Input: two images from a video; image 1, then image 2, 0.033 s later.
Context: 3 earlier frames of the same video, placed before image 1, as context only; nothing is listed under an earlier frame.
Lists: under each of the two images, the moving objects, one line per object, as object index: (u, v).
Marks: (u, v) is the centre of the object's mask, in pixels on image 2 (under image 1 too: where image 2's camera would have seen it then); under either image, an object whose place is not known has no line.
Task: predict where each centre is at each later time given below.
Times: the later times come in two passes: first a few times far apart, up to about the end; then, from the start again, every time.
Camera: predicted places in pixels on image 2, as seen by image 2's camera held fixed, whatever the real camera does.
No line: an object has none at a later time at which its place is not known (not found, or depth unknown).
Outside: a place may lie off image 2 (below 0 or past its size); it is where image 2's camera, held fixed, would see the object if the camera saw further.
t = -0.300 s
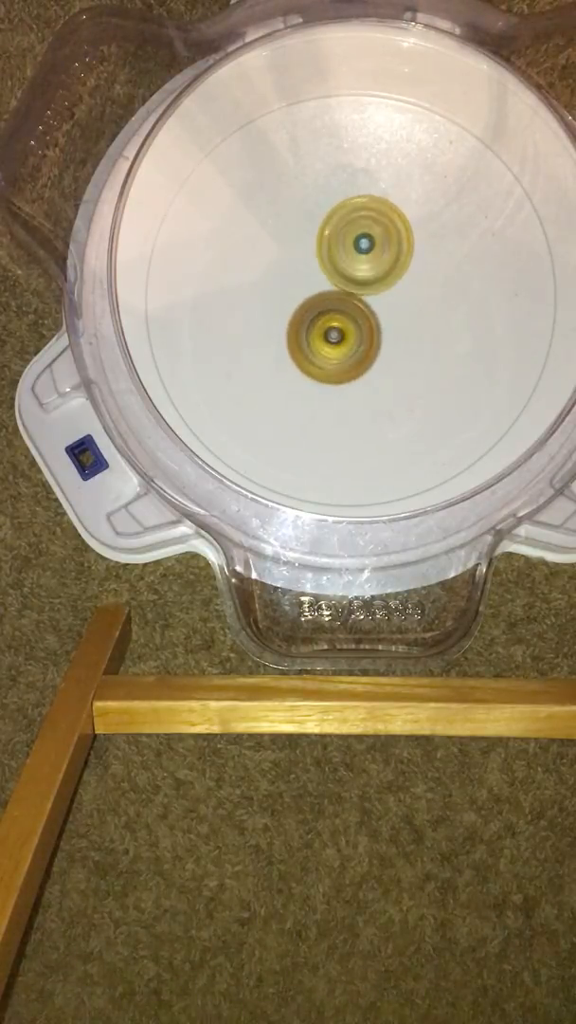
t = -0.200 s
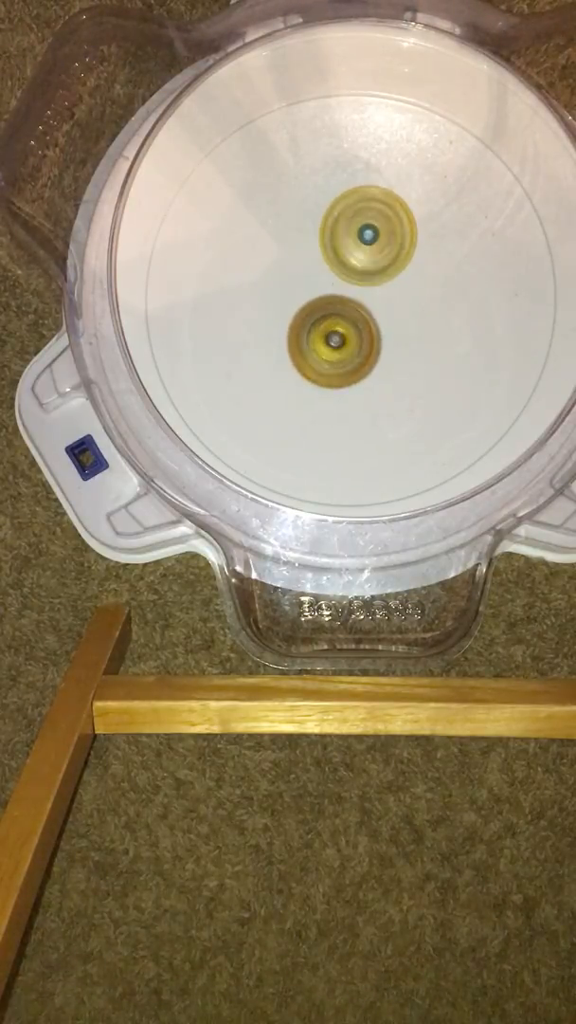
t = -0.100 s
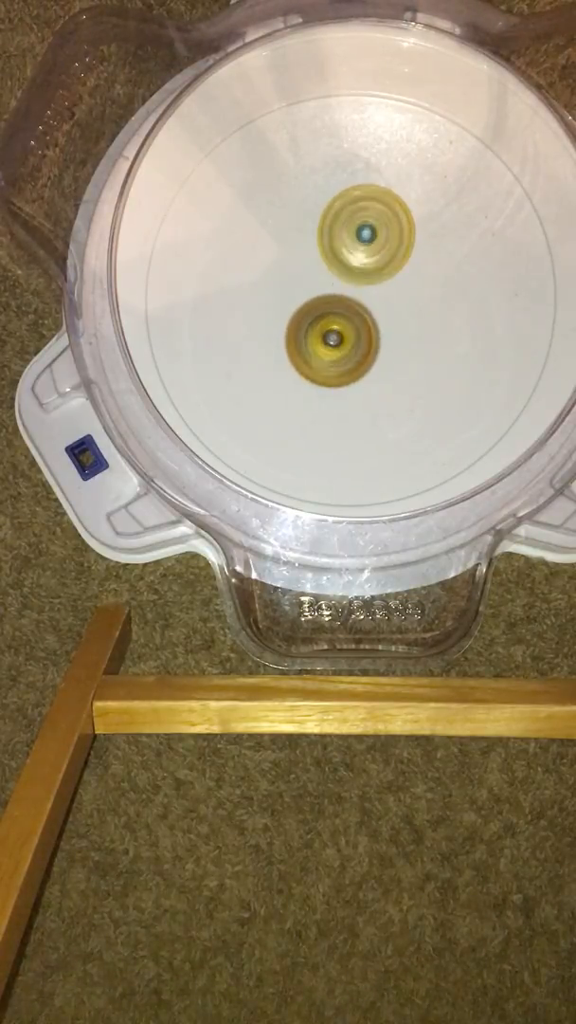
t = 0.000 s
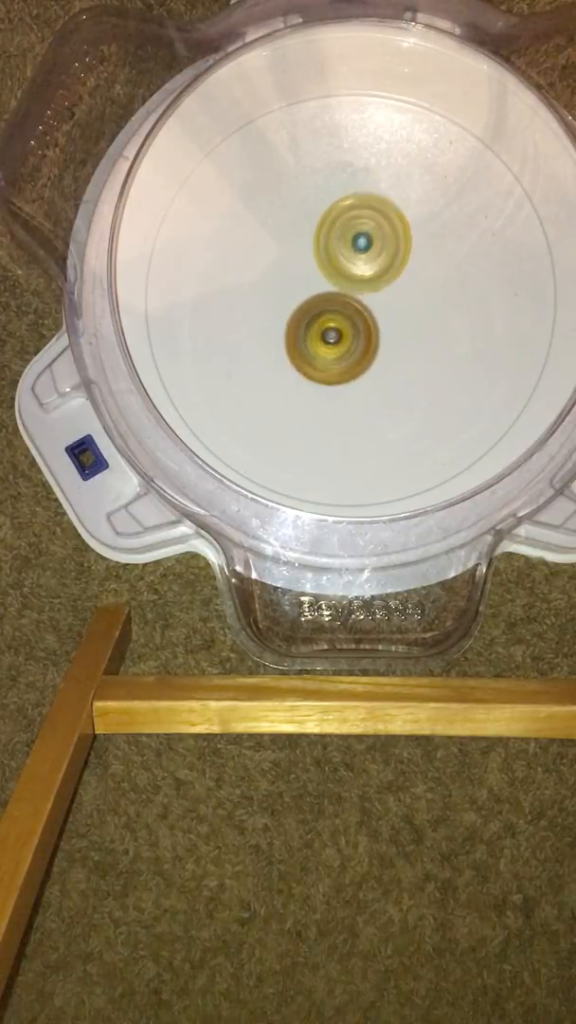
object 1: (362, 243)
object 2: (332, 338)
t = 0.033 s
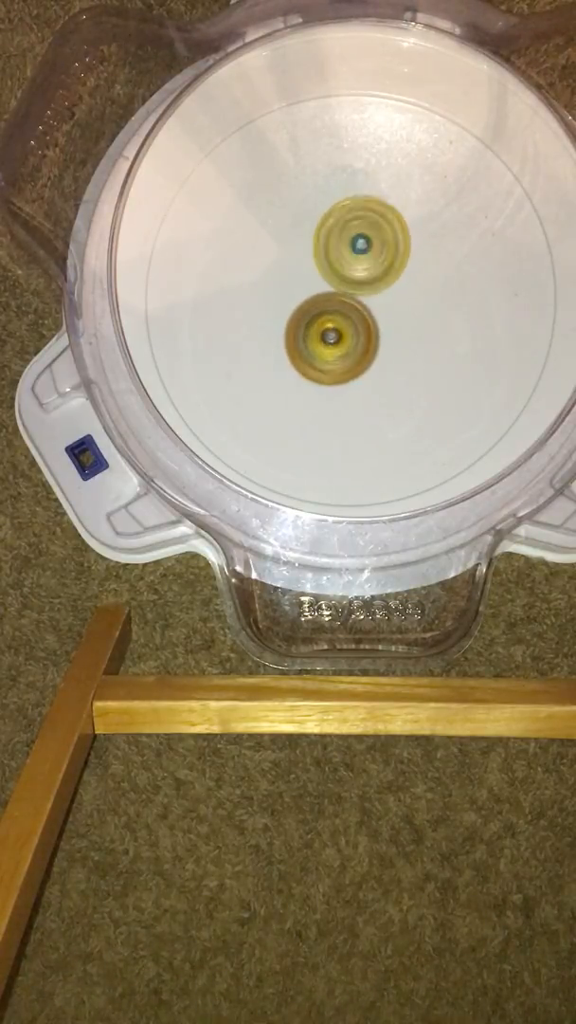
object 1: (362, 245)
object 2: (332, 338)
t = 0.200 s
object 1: (365, 233)
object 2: (330, 343)
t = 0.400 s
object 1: (362, 250)
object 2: (329, 339)
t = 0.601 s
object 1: (373, 252)
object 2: (330, 343)
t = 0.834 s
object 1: (381, 255)
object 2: (331, 345)
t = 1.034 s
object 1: (379, 255)
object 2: (330, 339)
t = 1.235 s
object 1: (385, 236)
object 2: (328, 344)
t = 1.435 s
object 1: (375, 231)
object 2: (324, 340)
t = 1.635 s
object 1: (366, 246)
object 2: (320, 345)
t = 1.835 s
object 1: (363, 258)
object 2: (319, 343)
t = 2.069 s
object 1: (377, 237)
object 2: (320, 345)
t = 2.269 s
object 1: (375, 241)
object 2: (320, 336)
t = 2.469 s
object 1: (372, 256)
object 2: (316, 329)
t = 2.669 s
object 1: (378, 259)
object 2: (309, 330)
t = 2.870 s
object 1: (380, 263)
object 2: (305, 330)
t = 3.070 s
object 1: (386, 269)
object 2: (308, 329)
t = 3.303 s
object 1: (396, 275)
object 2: (311, 330)
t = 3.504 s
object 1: (390, 281)
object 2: (306, 325)
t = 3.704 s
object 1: (388, 282)
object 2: (284, 335)
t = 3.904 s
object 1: (371, 286)
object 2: (283, 326)
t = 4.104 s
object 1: (375, 285)
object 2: (283, 326)
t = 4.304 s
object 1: (380, 283)
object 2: (283, 318)
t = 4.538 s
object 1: (377, 286)
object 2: (288, 298)
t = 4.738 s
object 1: (384, 290)
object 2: (290, 277)
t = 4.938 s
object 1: (382, 293)
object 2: (290, 270)
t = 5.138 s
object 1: (396, 309)
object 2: (281, 269)
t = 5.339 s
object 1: (395, 319)
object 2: (301, 275)
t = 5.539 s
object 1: (395, 334)
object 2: (313, 276)
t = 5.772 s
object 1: (387, 345)
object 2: (349, 262)
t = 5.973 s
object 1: (379, 354)
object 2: (382, 261)
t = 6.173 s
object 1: (358, 350)
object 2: (389, 261)
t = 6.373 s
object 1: (337, 336)
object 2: (387, 250)
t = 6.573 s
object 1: (328, 321)
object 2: (377, 249)
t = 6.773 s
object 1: (324, 324)
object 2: (376, 243)
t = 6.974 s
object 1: (328, 336)
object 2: (369, 243)
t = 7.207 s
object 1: (343, 355)
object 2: (362, 258)
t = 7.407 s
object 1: (363, 366)
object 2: (361, 277)
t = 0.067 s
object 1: (364, 240)
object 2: (330, 345)
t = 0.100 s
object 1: (365, 237)
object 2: (331, 347)
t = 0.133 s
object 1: (366, 235)
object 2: (332, 345)
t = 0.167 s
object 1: (365, 233)
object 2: (331, 344)
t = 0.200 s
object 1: (365, 233)
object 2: (330, 343)
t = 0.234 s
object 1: (365, 234)
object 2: (330, 343)
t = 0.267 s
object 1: (364, 235)
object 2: (330, 343)
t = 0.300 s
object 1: (363, 239)
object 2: (330, 341)
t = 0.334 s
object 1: (363, 243)
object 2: (330, 340)
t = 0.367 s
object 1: (363, 246)
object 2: (329, 339)
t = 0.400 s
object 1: (362, 250)
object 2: (329, 339)
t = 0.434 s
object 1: (364, 252)
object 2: (331, 341)
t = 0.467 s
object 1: (367, 253)
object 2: (332, 344)
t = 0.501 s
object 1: (368, 252)
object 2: (333, 345)
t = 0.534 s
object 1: (371, 253)
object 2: (332, 343)
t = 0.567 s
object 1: (373, 252)
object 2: (331, 343)
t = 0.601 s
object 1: (373, 252)
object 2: (330, 343)
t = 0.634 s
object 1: (374, 255)
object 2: (330, 343)
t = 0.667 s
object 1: (375, 256)
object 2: (330, 342)
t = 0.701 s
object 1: (375, 258)
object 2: (329, 343)
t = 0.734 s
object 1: (376, 260)
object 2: (330, 343)
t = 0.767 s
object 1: (378, 259)
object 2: (331, 344)
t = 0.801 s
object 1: (379, 256)
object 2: (331, 346)
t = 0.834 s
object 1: (381, 255)
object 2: (331, 345)
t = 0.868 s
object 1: (383, 252)
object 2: (331, 344)
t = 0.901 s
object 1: (382, 251)
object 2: (329, 343)
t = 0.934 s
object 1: (382, 252)
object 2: (330, 343)
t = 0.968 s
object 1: (382, 251)
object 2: (330, 342)
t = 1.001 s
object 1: (380, 252)
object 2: (329, 341)
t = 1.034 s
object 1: (379, 255)
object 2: (330, 339)
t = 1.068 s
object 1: (379, 255)
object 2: (330, 339)
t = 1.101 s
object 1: (377, 256)
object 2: (329, 339)
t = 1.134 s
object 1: (380, 253)
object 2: (329, 342)
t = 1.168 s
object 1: (383, 246)
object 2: (329, 346)
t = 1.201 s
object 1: (384, 240)
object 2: (328, 345)
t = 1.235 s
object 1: (385, 236)
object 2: (328, 344)
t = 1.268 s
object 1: (385, 231)
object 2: (326, 344)
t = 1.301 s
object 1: (383, 229)
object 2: (325, 343)
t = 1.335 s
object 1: (383, 228)
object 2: (325, 343)
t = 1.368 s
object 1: (380, 227)
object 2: (324, 342)
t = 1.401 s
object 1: (376, 229)
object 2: (324, 341)
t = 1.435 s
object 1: (375, 231)
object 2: (324, 340)
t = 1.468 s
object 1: (371, 233)
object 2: (323, 339)
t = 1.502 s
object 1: (368, 238)
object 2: (323, 337)
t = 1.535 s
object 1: (367, 241)
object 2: (323, 337)
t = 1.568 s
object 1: (363, 247)
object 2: (322, 335)
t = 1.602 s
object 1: (364, 248)
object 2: (322, 339)
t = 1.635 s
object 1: (366, 246)
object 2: (320, 345)
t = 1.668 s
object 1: (364, 247)
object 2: (321, 347)
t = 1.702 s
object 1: (365, 248)
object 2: (322, 345)
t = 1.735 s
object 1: (364, 249)
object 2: (321, 344)
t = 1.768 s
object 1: (364, 253)
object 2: (320, 343)
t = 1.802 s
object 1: (364, 254)
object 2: (319, 343)
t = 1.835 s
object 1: (363, 258)
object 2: (319, 343)
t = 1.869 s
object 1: (365, 258)
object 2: (319, 345)
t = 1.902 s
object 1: (365, 257)
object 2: (320, 344)
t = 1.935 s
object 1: (369, 255)
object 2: (319, 346)
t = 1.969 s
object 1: (372, 250)
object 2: (321, 348)
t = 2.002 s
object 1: (374, 245)
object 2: (321, 346)
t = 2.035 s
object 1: (376, 241)
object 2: (320, 345)
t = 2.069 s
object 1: (377, 237)
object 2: (320, 345)
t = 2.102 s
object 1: (378, 236)
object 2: (320, 344)
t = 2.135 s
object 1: (379, 234)
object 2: (321, 343)
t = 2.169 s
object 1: (377, 235)
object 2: (320, 342)
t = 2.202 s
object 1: (378, 236)
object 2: (321, 340)
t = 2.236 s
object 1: (376, 237)
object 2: (320, 339)
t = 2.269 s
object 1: (375, 241)
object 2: (320, 336)
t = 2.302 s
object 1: (374, 243)
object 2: (321, 335)
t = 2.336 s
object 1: (371, 248)
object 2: (320, 333)
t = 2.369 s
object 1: (371, 251)
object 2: (320, 330)
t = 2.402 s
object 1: (369, 254)
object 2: (319, 329)
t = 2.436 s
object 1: (370, 256)
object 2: (317, 328)
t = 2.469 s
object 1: (372, 256)
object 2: (316, 329)
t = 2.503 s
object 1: (373, 256)
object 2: (316, 328)
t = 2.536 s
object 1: (375, 256)
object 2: (315, 326)
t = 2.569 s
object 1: (374, 257)
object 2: (314, 326)
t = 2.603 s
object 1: (377, 258)
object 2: (313, 327)
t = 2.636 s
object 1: (376, 258)
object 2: (311, 329)
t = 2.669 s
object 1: (378, 259)
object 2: (309, 330)
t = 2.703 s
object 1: (379, 258)
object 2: (308, 332)
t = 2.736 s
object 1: (380, 258)
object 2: (306, 332)
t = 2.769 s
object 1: (381, 258)
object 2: (307, 332)
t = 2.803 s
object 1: (380, 259)
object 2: (306, 331)
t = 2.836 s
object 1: (381, 262)
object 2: (306, 331)
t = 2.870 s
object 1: (380, 263)
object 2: (305, 330)
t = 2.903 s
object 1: (380, 266)
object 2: (305, 330)
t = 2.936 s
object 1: (382, 266)
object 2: (304, 333)
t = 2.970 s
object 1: (383, 267)
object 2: (305, 334)
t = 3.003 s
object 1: (386, 267)
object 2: (308, 333)
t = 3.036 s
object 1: (385, 269)
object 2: (308, 330)
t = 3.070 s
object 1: (386, 269)
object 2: (308, 329)
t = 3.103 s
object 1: (385, 272)
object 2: (307, 330)
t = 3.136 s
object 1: (387, 274)
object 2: (309, 330)
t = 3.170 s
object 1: (387, 275)
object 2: (310, 331)
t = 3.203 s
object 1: (390, 276)
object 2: (309, 332)
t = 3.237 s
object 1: (393, 275)
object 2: (309, 334)
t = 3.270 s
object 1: (395, 275)
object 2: (311, 333)
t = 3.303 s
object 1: (396, 275)
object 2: (311, 330)
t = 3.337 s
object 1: (396, 276)
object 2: (309, 327)
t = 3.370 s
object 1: (396, 276)
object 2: (307, 328)
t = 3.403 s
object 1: (394, 278)
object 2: (307, 328)
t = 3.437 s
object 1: (394, 278)
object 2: (309, 327)
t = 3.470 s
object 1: (391, 281)
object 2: (309, 324)
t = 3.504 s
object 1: (390, 281)
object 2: (306, 325)
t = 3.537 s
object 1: (387, 284)
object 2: (306, 327)
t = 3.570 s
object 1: (386, 284)
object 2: (305, 329)
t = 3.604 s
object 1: (389, 282)
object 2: (299, 333)
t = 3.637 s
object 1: (390, 282)
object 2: (292, 335)
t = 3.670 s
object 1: (387, 282)
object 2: (287, 335)
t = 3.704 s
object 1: (388, 282)
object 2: (284, 335)
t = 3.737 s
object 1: (383, 283)
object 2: (284, 335)
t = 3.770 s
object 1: (383, 282)
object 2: (283, 334)
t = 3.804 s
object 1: (378, 284)
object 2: (285, 332)
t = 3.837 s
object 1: (377, 283)
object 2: (284, 330)
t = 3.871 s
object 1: (373, 285)
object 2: (285, 327)
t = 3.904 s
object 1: (371, 286)
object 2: (283, 326)
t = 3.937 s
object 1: (370, 287)
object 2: (281, 327)
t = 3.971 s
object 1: (370, 286)
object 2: (281, 327)
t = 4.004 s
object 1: (370, 288)
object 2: (282, 328)
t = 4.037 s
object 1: (371, 287)
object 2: (283, 328)
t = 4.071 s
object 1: (371, 287)
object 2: (285, 328)
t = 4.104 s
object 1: (375, 285)
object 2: (283, 326)
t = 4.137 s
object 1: (377, 285)
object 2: (282, 328)
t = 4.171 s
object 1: (378, 283)
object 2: (285, 327)
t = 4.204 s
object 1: (381, 284)
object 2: (286, 324)
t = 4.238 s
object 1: (379, 282)
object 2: (286, 321)
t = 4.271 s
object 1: (382, 282)
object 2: (284, 319)
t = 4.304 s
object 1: (380, 283)
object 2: (283, 318)
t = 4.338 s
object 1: (381, 281)
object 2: (283, 317)
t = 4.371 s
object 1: (380, 283)
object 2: (285, 316)
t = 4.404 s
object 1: (379, 282)
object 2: (286, 312)
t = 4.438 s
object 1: (378, 284)
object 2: (286, 310)
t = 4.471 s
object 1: (377, 283)
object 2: (288, 306)
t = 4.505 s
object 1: (377, 285)
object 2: (288, 303)
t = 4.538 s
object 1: (377, 286)
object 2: (288, 298)
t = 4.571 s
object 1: (378, 286)
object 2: (288, 295)
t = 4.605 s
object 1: (380, 287)
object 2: (289, 290)
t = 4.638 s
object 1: (382, 287)
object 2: (289, 286)
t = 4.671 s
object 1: (382, 288)
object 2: (291, 283)
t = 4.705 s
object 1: (384, 287)
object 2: (290, 279)
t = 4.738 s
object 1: (384, 290)
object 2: (290, 277)
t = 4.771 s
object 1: (384, 288)
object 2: (290, 275)
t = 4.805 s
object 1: (385, 290)
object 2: (290, 273)
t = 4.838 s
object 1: (383, 291)
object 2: (291, 271)
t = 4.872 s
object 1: (384, 290)
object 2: (290, 270)
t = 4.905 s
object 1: (382, 293)
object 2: (291, 271)
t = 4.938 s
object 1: (382, 293)
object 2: (290, 270)
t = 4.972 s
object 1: (383, 296)
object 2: (286, 271)
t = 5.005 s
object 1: (386, 300)
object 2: (281, 270)
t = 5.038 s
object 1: (388, 301)
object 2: (277, 269)
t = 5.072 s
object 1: (393, 304)
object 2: (277, 269)
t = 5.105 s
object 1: (395, 308)
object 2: (278, 269)
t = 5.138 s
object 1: (396, 309)
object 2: (281, 269)
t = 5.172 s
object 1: (399, 312)
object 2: (284, 269)
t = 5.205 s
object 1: (398, 315)
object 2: (286, 267)
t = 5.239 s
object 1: (398, 316)
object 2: (288, 268)
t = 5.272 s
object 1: (398, 319)
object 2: (291, 269)
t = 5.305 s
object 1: (396, 320)
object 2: (295, 272)
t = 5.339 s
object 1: (395, 319)
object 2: (301, 275)
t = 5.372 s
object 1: (394, 322)
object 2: (307, 278)
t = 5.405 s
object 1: (395, 326)
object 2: (306, 279)
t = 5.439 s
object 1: (396, 328)
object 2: (307, 280)
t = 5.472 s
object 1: (397, 330)
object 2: (308, 279)
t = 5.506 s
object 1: (396, 332)
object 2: (310, 277)
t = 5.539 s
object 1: (395, 334)
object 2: (313, 276)
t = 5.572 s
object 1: (393, 334)
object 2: (316, 275)
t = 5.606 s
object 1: (392, 335)
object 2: (321, 274)
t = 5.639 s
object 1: (389, 336)
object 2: (326, 272)
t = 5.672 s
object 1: (388, 339)
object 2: (330, 268)
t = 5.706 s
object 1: (387, 341)
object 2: (336, 266)
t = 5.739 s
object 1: (387, 344)
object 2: (342, 264)
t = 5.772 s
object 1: (387, 345)
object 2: (349, 262)
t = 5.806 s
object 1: (387, 349)
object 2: (355, 262)
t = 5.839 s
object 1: (386, 350)
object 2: (362, 261)
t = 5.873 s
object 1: (385, 351)
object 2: (368, 261)
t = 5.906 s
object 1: (384, 353)
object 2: (373, 261)
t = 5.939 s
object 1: (381, 353)
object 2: (378, 262)
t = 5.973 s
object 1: (379, 354)
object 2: (382, 261)
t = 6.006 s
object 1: (376, 355)
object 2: (385, 261)
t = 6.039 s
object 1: (372, 355)
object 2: (388, 262)
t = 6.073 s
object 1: (369, 354)
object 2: (390, 262)
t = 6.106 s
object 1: (367, 353)
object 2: (390, 260)
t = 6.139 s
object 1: (363, 351)
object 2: (389, 261)
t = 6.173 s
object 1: (358, 350)
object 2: (389, 261)
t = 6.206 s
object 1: (354, 348)
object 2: (390, 257)
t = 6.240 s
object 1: (350, 345)
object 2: (390, 255)
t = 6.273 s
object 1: (348, 341)
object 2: (389, 254)
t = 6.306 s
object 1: (347, 339)
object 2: (388, 254)
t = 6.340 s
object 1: (342, 340)
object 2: (389, 251)
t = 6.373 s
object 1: (337, 336)
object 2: (387, 250)
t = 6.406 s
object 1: (333, 331)
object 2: (384, 248)
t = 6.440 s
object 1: (327, 327)
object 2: (384, 244)
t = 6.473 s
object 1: (325, 323)
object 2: (383, 245)
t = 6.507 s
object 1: (326, 320)
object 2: (383, 246)
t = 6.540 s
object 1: (328, 319)
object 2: (380, 247)
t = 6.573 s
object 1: (328, 321)
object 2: (377, 249)
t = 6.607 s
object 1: (324, 323)
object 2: (379, 246)
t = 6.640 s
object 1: (320, 325)
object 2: (380, 244)
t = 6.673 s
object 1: (319, 325)
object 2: (381, 243)
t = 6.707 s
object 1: (319, 325)
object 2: (379, 243)
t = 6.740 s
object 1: (321, 325)
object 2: (378, 243)
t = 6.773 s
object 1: (324, 324)
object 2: (376, 243)
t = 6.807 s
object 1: (326, 324)
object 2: (374, 243)
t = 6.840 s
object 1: (326, 325)
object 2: (373, 244)
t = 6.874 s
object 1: (326, 326)
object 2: (371, 244)
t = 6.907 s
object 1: (327, 327)
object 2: (371, 245)
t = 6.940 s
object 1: (327, 331)
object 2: (370, 244)
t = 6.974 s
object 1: (328, 336)
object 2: (369, 243)
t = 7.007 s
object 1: (330, 340)
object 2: (368, 243)
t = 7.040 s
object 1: (332, 344)
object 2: (367, 244)
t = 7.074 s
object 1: (334, 347)
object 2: (366, 244)
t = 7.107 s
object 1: (337, 350)
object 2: (365, 246)
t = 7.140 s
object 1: (339, 352)
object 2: (363, 249)
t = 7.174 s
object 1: (341, 354)
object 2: (362, 253)
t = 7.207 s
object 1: (343, 355)
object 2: (362, 258)
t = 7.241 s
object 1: (345, 357)
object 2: (362, 264)
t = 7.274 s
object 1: (347, 359)
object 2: (362, 270)
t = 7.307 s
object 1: (350, 363)
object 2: (361, 273)
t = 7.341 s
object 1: (355, 365)
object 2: (361, 274)
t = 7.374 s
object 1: (359, 365)
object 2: (361, 276)
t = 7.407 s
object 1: (363, 366)
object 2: (361, 277)
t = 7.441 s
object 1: (367, 365)
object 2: (361, 277)
